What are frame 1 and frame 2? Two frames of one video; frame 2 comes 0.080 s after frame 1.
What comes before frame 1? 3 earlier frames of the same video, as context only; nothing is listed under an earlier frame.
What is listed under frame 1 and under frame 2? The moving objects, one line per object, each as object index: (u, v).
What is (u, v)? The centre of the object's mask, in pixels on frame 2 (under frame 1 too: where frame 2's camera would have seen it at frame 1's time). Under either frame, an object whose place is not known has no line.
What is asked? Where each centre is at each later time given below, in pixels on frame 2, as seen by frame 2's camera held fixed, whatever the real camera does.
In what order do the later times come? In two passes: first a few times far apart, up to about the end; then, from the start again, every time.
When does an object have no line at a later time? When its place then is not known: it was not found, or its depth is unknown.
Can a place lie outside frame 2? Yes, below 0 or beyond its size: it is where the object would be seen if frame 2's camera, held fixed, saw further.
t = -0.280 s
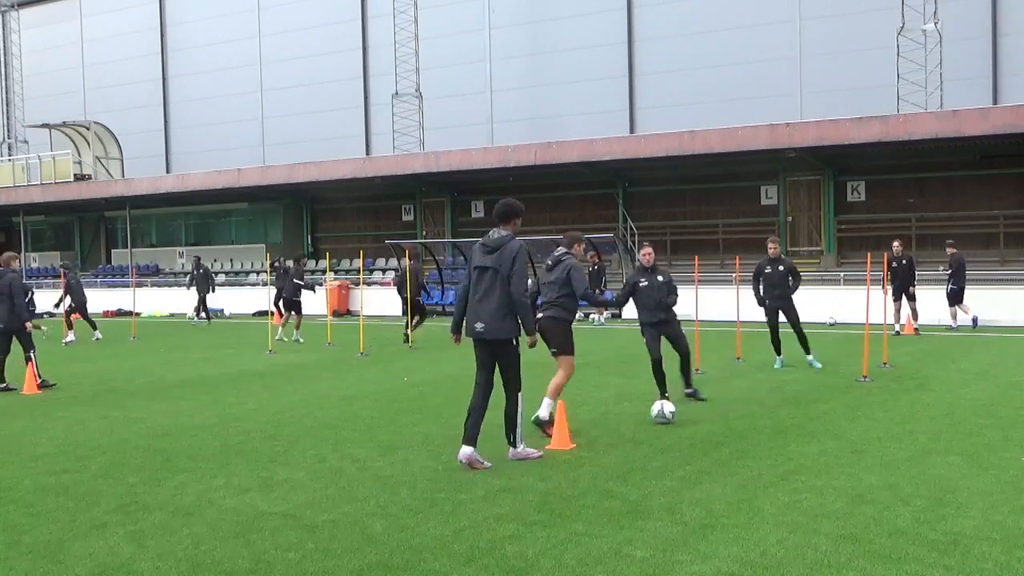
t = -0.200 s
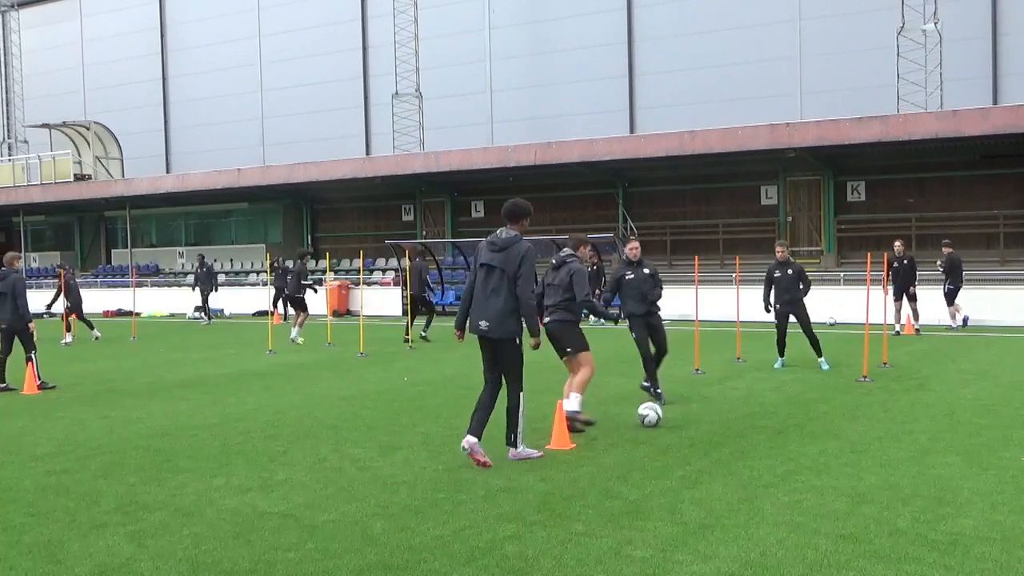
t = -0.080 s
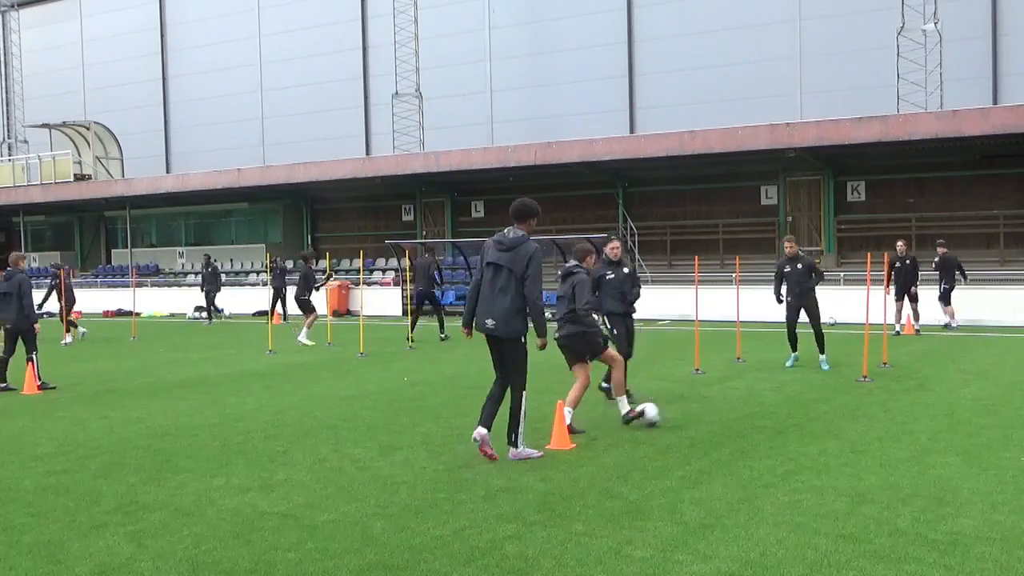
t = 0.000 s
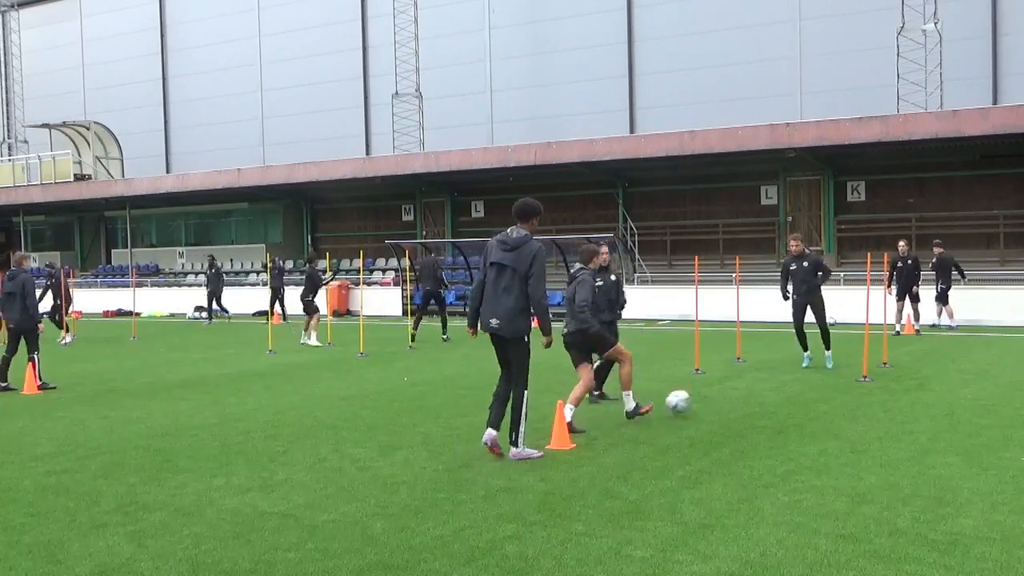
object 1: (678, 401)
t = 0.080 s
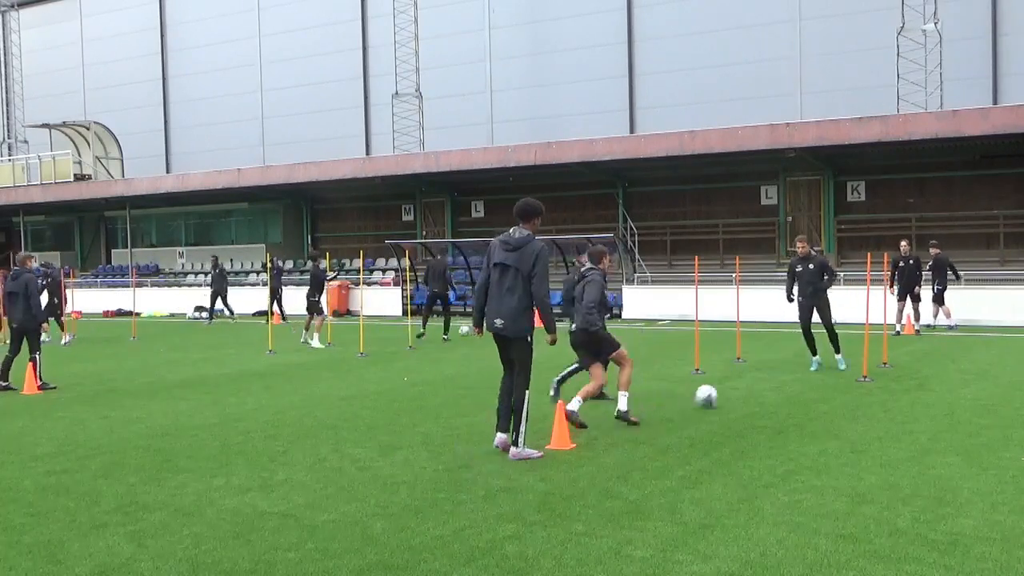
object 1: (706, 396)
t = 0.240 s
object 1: (750, 384)
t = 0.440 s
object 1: (789, 373)
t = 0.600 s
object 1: (816, 365)
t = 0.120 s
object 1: (719, 394)
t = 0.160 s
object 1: (730, 390)
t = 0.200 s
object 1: (739, 387)
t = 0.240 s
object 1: (750, 384)
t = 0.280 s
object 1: (758, 383)
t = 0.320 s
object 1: (767, 380)
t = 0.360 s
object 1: (774, 376)
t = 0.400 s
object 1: (783, 374)
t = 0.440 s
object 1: (789, 373)
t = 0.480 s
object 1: (796, 372)
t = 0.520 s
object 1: (803, 369)
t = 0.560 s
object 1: (809, 367)
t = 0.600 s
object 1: (816, 365)
